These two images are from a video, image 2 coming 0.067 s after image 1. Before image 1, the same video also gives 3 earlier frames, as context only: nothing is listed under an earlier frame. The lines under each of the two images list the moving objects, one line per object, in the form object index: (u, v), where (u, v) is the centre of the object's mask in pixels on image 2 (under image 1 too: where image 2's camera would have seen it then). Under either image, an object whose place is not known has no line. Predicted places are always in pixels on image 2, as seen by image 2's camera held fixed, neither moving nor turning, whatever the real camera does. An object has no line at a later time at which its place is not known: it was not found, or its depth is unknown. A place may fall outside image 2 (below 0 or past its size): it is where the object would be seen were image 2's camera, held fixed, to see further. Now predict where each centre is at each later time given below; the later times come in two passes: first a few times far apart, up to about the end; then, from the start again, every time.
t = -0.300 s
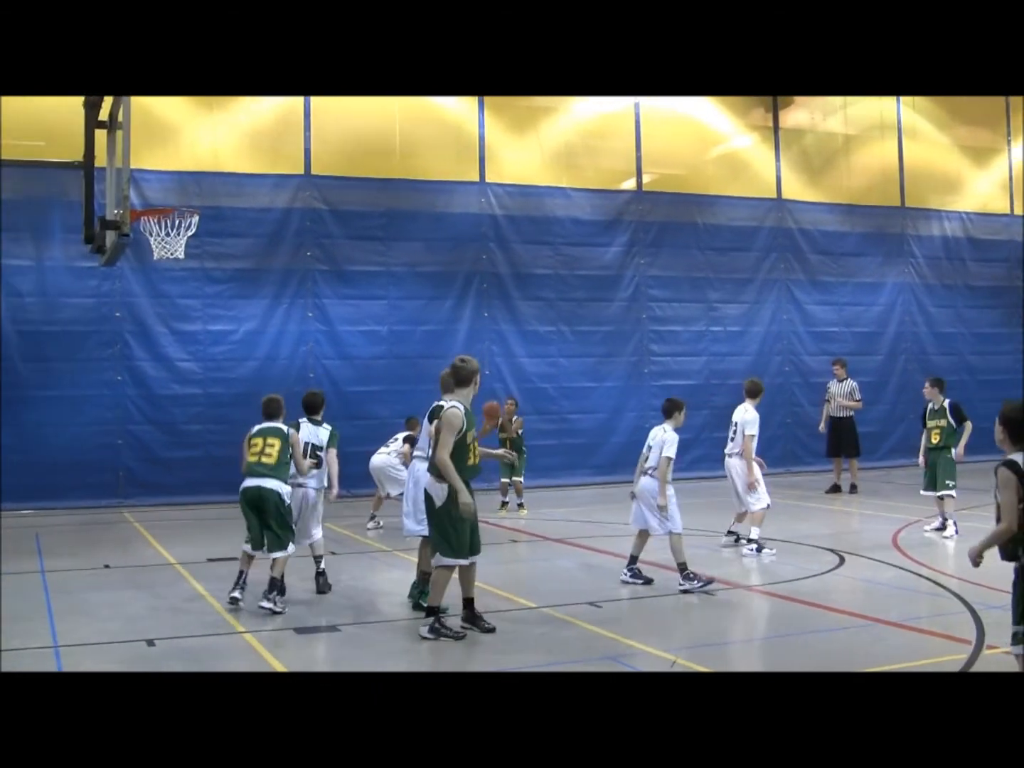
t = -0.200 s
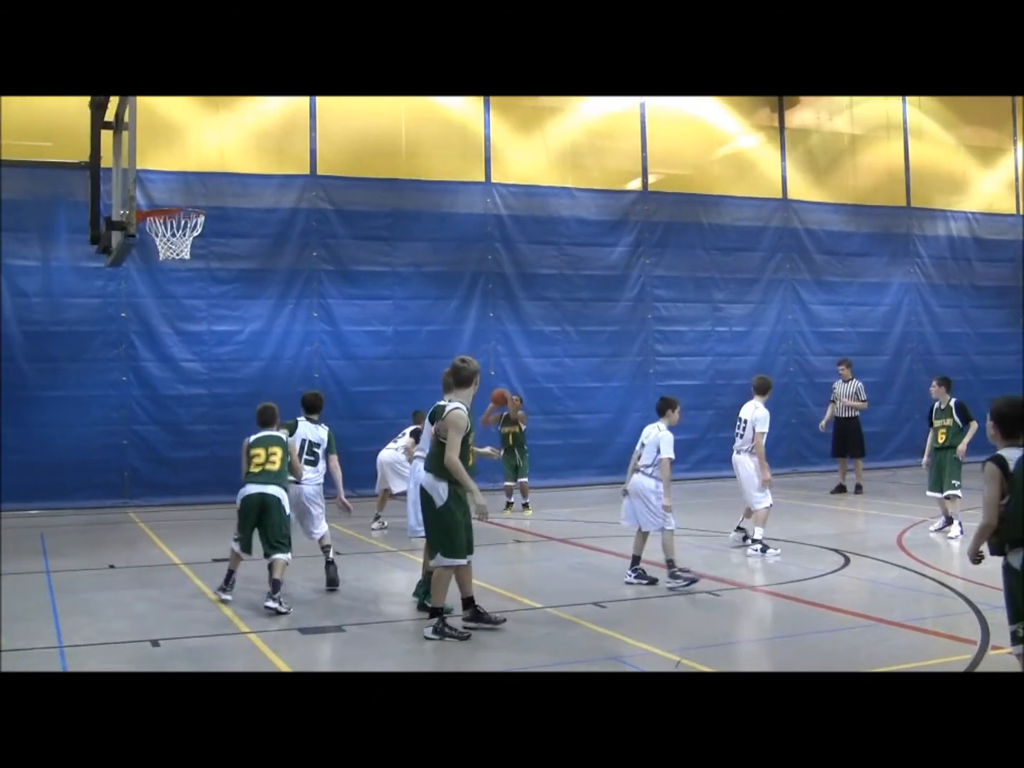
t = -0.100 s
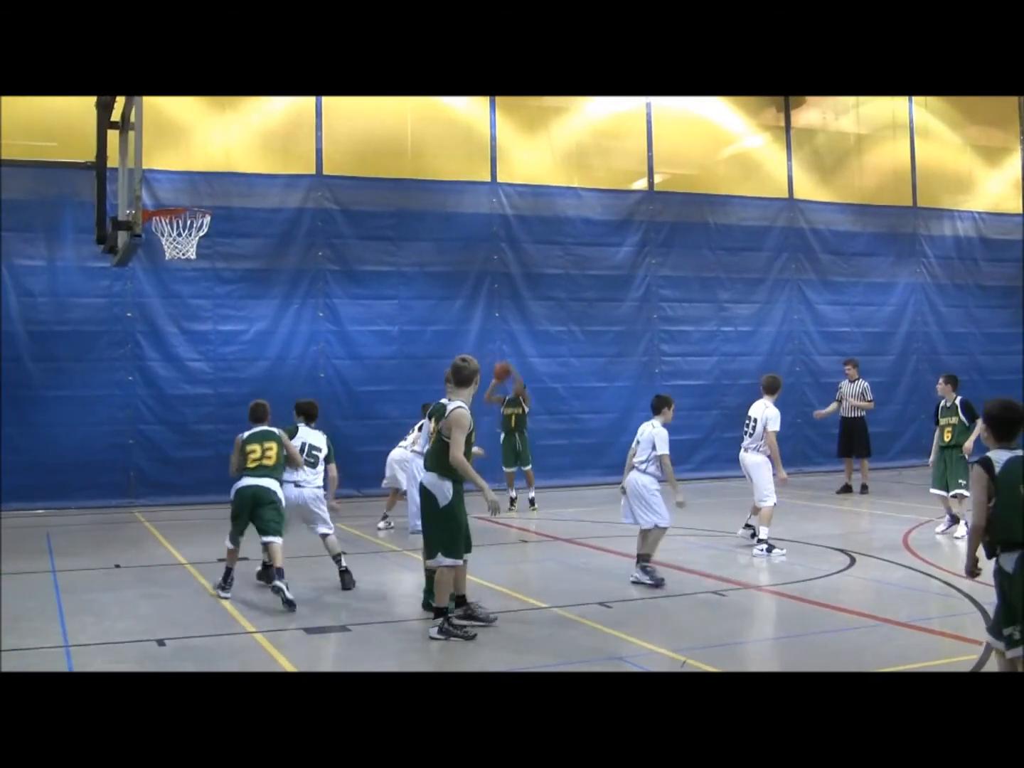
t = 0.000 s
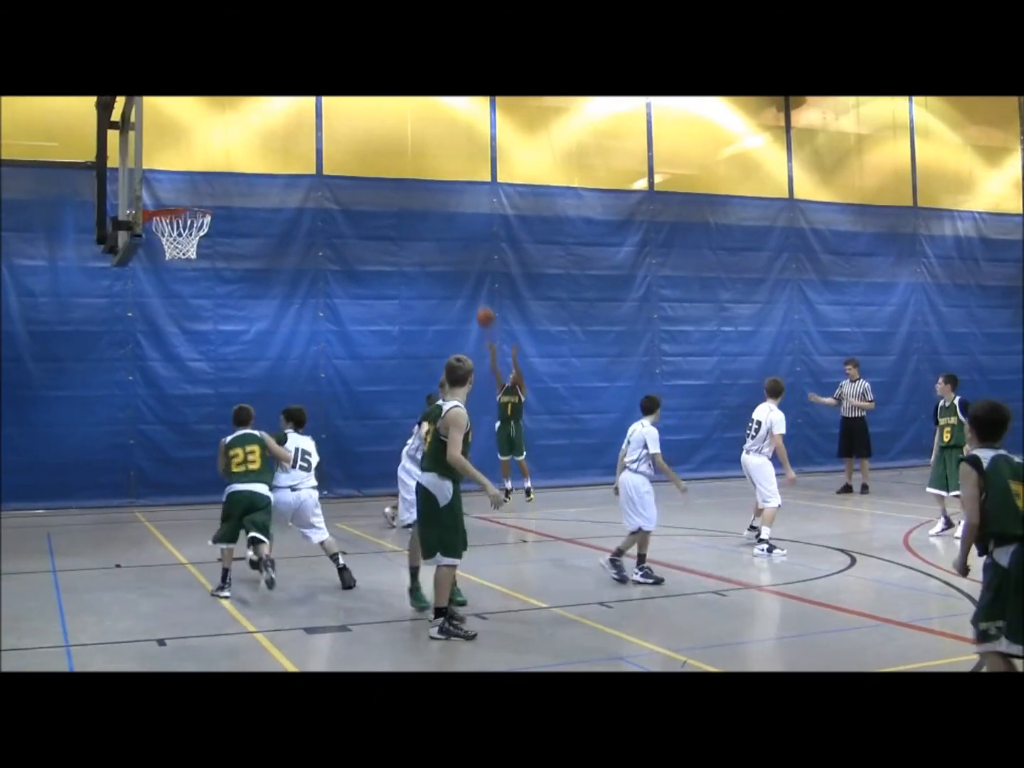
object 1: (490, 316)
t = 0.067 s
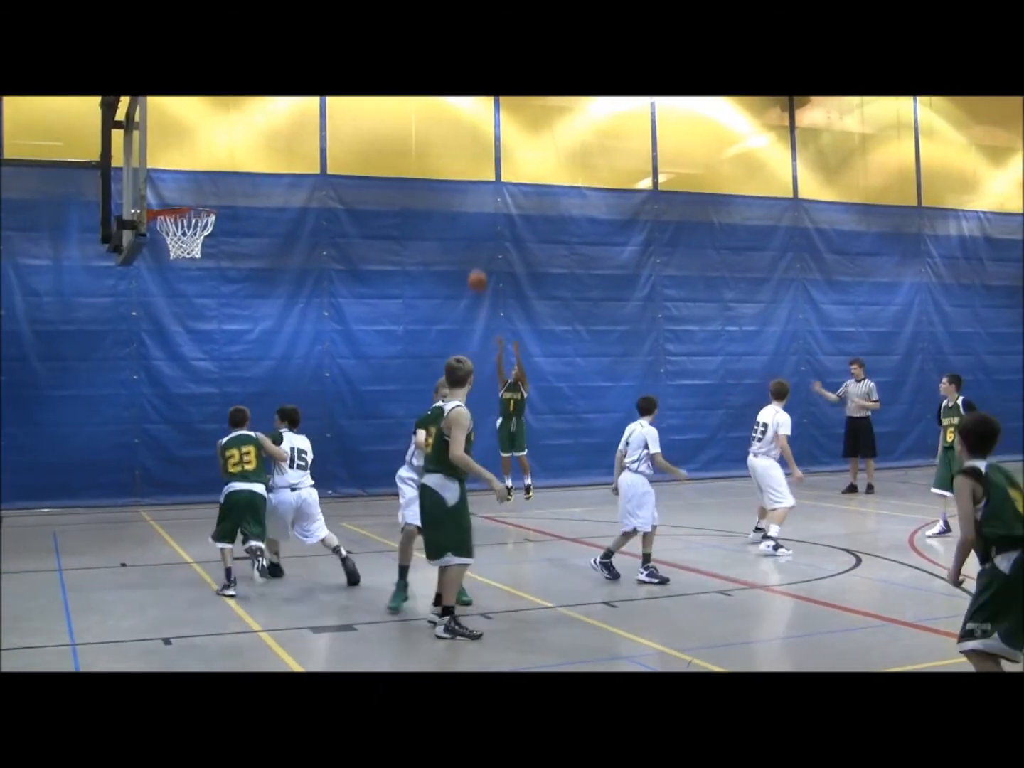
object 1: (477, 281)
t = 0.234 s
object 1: (447, 204)
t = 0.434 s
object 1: (403, 134)
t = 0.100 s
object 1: (471, 264)
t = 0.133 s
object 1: (464, 248)
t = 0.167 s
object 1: (458, 233)
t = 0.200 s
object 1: (452, 218)
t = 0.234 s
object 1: (447, 204)
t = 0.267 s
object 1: (438, 191)
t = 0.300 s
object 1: (428, 179)
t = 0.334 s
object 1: (426, 166)
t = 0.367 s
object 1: (418, 155)
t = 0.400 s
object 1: (412, 144)
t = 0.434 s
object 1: (403, 134)
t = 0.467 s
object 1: (397, 125)
